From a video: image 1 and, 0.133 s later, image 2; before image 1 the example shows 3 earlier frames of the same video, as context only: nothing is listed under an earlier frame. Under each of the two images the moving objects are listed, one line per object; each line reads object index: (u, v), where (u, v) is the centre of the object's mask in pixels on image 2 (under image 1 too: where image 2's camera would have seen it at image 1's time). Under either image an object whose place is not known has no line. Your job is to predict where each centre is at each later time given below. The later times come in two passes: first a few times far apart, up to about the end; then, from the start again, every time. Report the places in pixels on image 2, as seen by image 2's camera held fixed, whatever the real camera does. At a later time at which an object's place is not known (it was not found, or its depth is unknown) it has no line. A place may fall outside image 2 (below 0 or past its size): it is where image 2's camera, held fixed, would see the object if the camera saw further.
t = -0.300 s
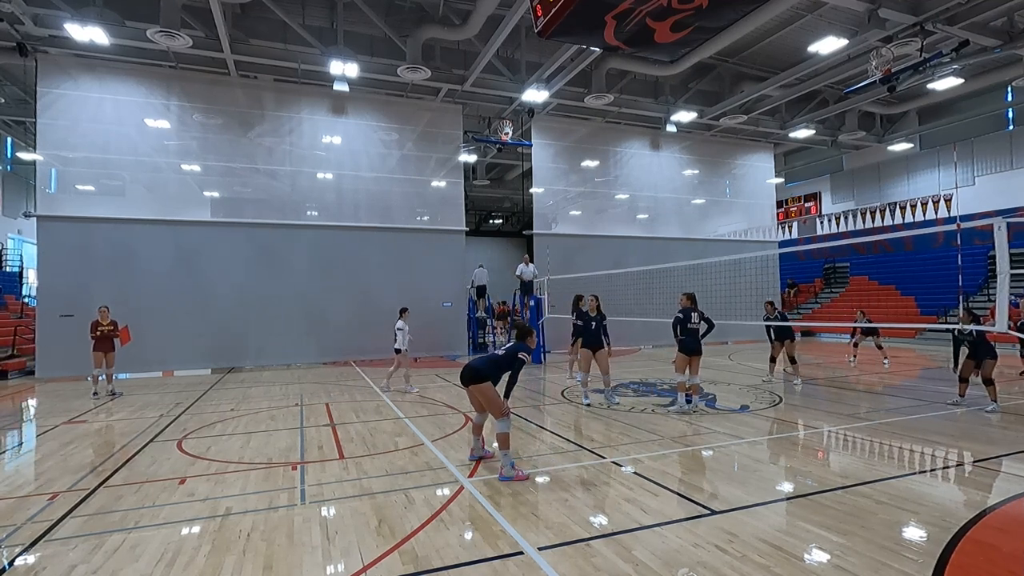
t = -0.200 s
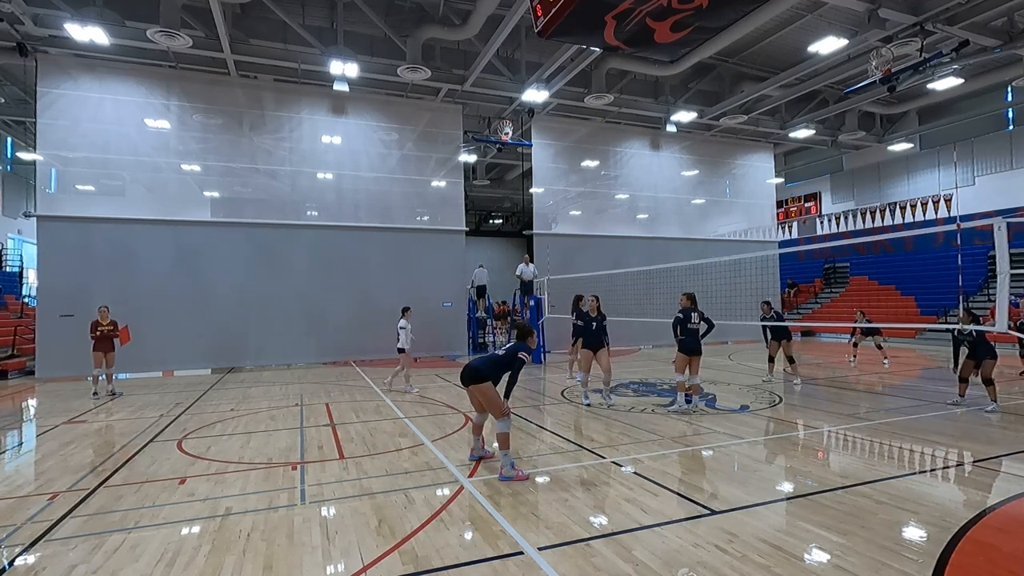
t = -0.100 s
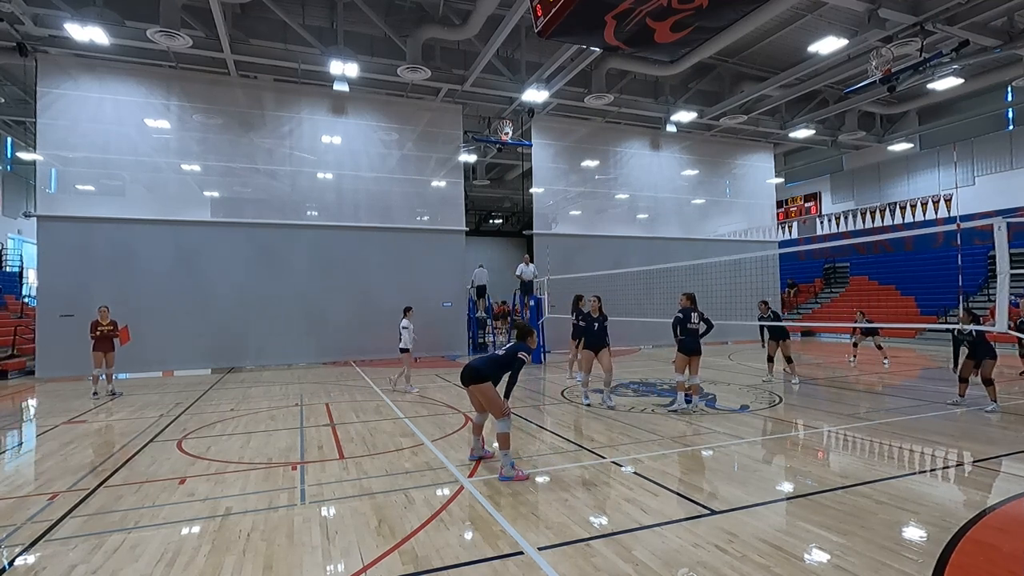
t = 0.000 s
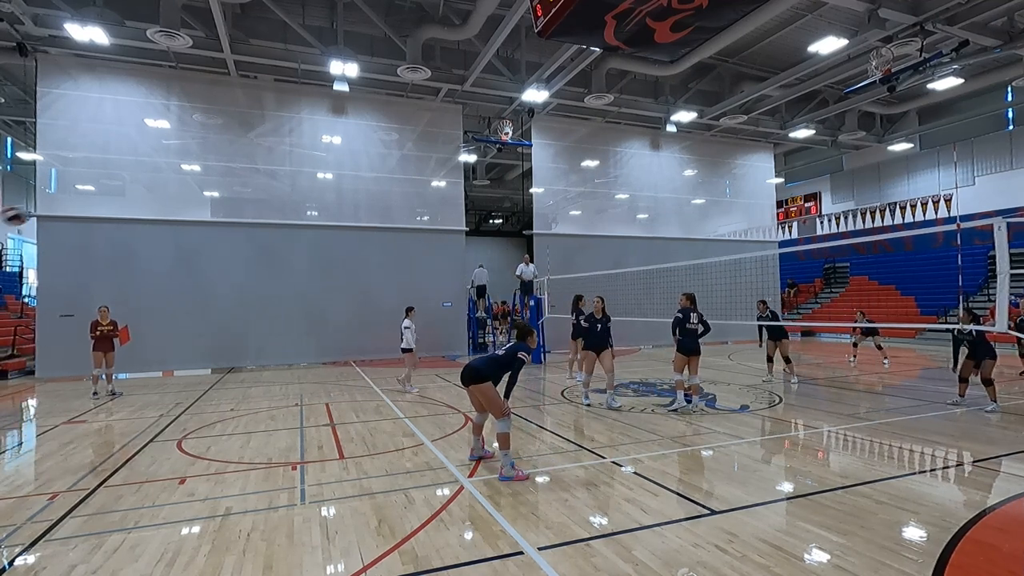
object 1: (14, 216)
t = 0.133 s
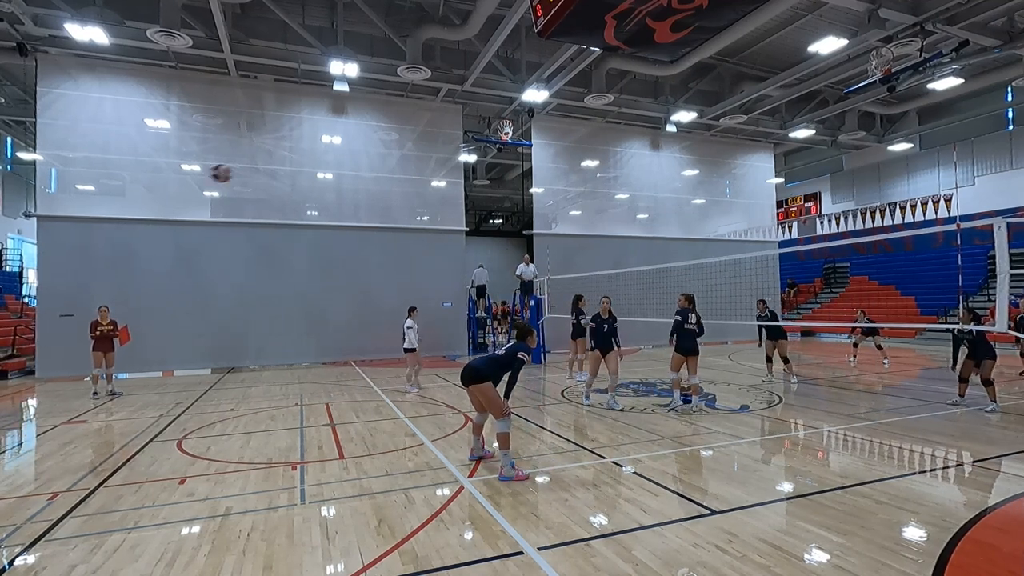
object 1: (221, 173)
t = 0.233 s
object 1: (352, 155)
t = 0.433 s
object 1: (566, 144)
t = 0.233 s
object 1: (352, 155)
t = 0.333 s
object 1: (465, 143)
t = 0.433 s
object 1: (566, 144)
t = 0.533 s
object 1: (656, 153)
